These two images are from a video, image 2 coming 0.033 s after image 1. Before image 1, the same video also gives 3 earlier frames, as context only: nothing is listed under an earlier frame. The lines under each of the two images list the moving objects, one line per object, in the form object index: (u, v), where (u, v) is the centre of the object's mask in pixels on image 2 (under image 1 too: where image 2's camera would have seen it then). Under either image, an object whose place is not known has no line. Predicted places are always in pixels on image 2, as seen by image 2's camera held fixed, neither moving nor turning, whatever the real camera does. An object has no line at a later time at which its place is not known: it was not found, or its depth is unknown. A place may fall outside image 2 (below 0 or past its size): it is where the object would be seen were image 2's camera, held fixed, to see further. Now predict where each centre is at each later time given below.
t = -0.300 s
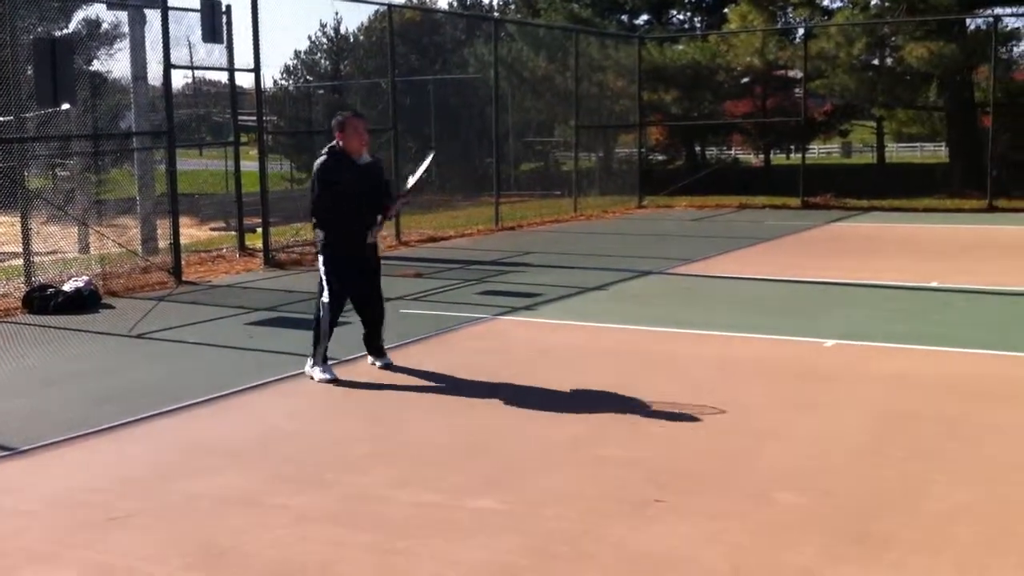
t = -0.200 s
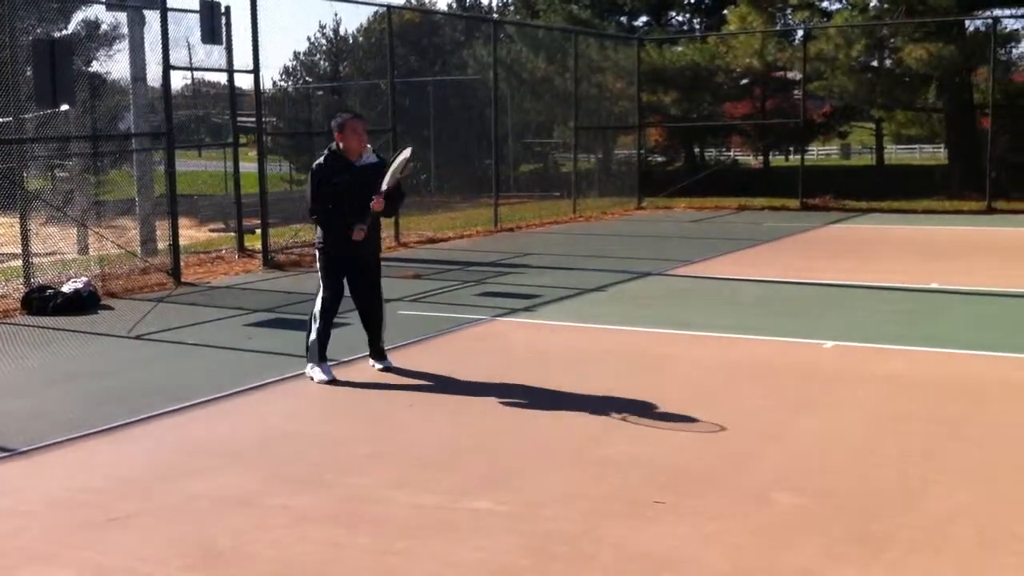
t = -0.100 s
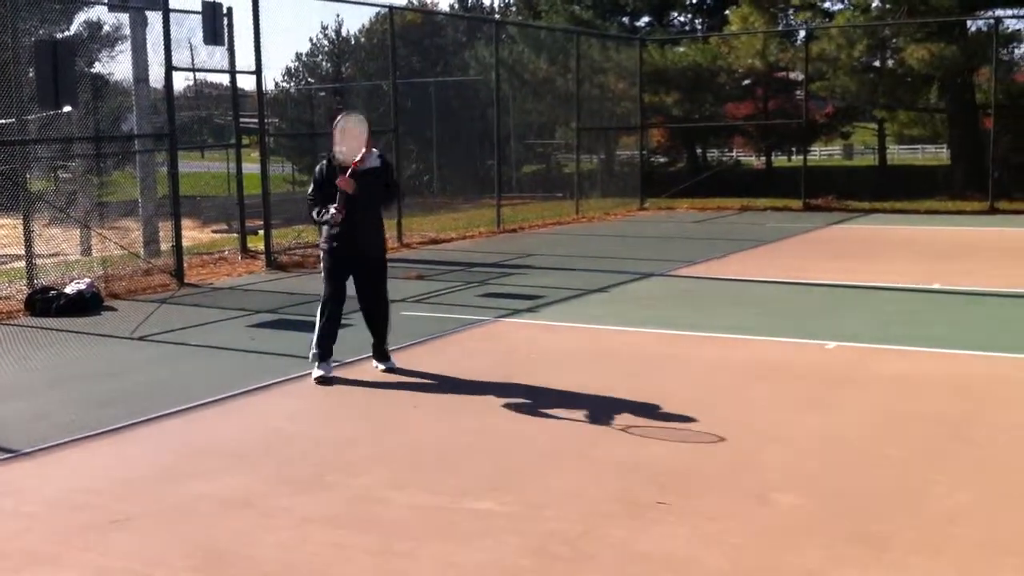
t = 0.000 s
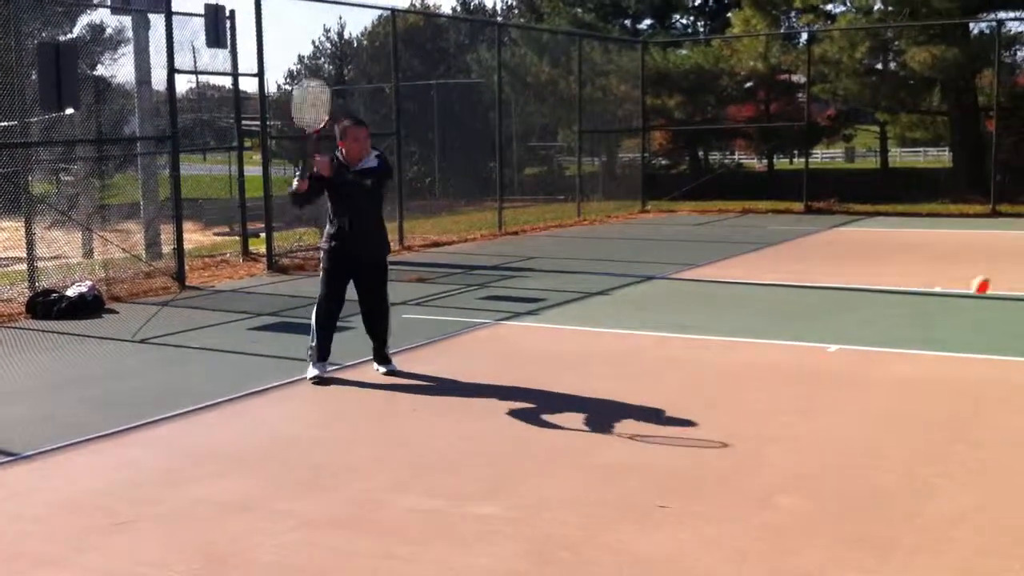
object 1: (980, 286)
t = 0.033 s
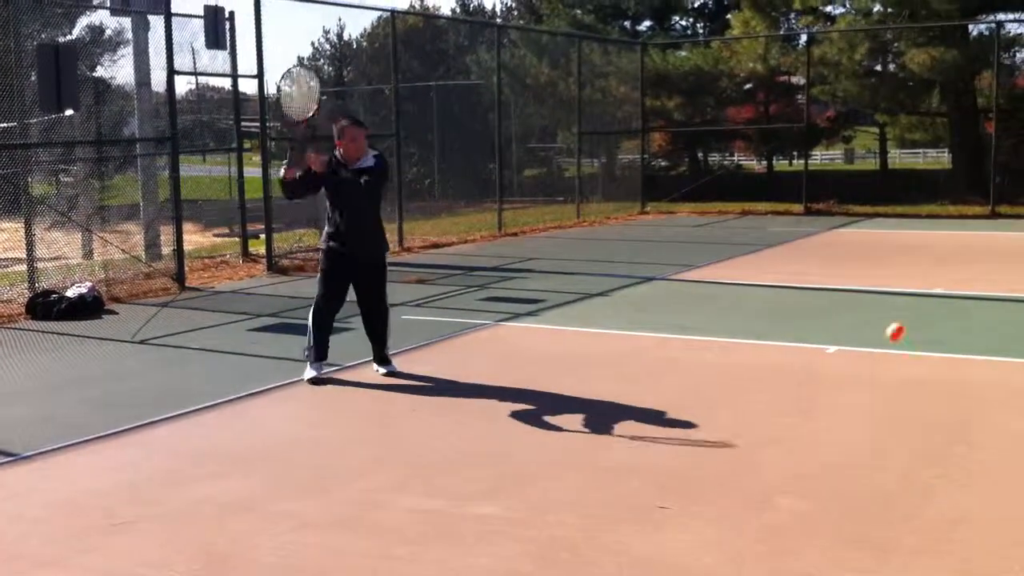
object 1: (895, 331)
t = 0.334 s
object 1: (500, 270)
